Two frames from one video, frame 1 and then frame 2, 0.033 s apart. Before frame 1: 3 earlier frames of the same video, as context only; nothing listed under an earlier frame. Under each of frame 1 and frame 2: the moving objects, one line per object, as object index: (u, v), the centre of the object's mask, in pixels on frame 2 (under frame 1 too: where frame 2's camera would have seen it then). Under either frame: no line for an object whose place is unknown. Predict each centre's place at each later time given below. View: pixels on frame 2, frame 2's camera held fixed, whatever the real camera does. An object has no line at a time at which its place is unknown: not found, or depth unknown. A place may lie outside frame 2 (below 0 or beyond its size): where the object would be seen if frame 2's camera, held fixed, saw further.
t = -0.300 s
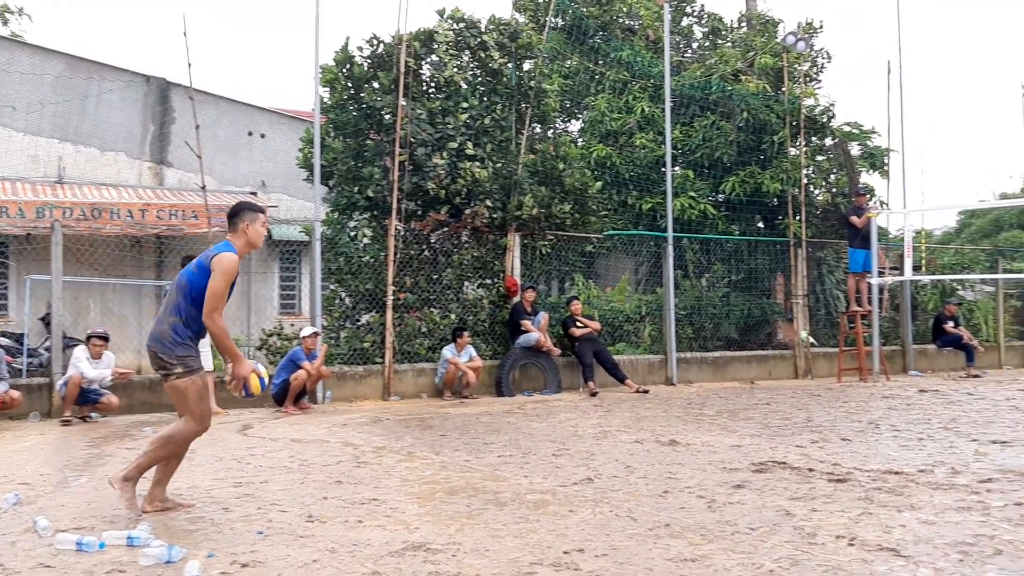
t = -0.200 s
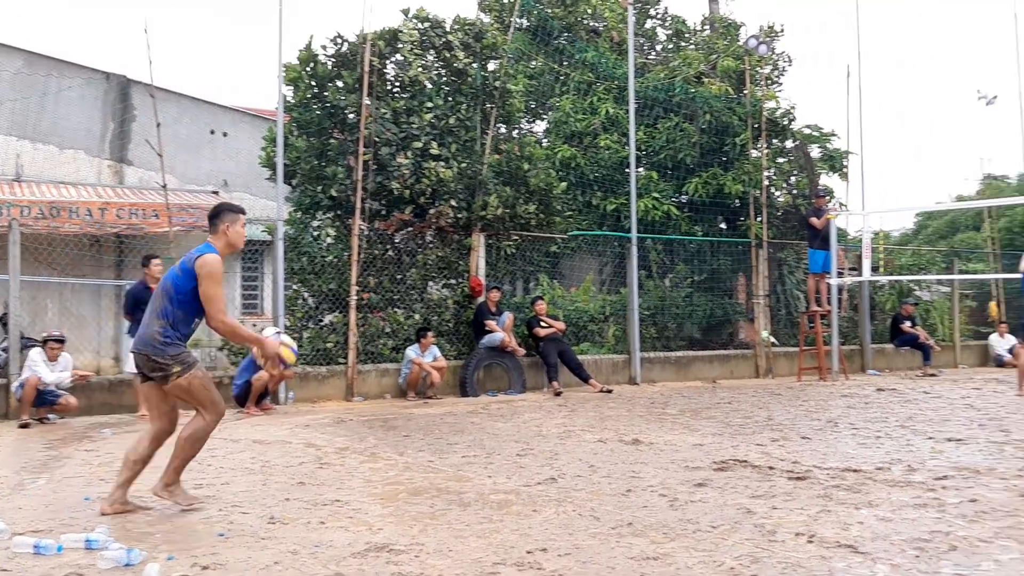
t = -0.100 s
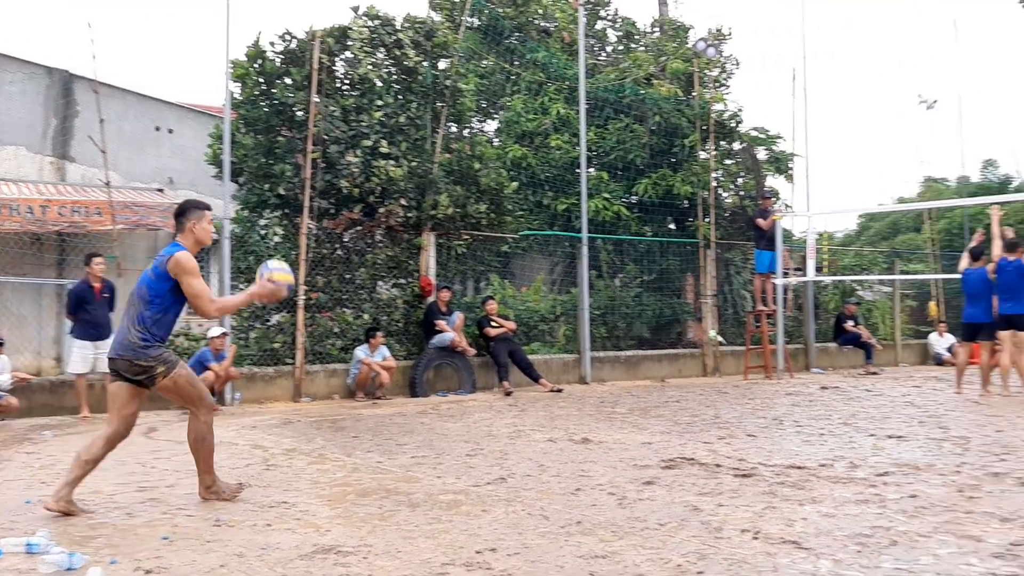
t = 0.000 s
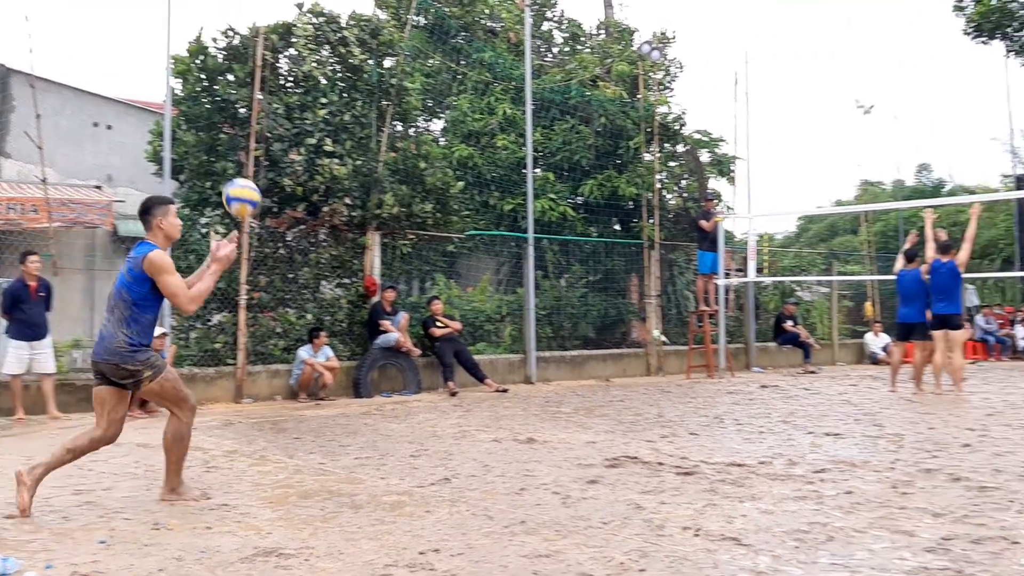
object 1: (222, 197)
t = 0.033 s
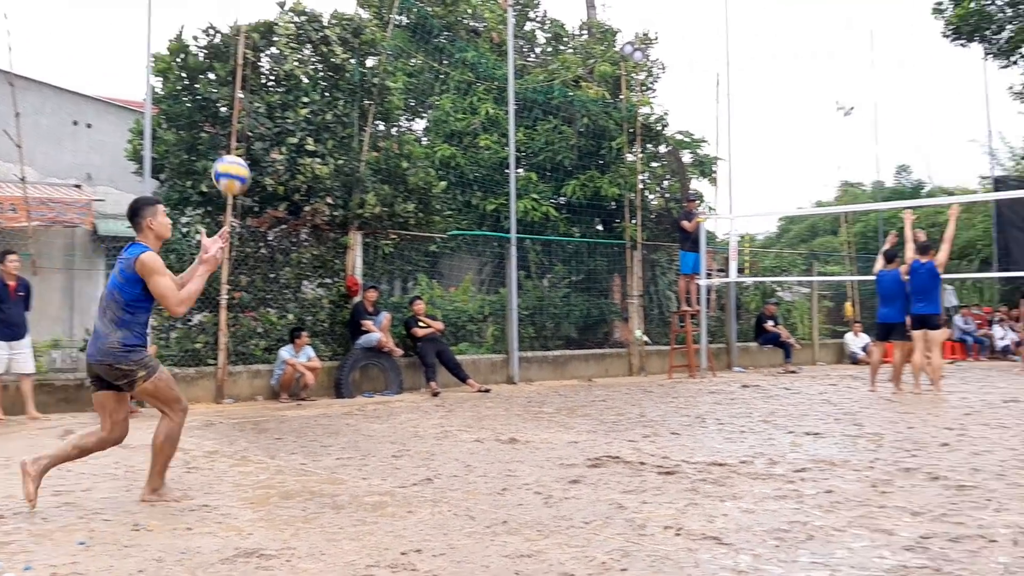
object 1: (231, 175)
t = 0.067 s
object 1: (239, 155)
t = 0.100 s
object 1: (246, 136)
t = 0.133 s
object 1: (254, 120)
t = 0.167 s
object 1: (261, 106)
